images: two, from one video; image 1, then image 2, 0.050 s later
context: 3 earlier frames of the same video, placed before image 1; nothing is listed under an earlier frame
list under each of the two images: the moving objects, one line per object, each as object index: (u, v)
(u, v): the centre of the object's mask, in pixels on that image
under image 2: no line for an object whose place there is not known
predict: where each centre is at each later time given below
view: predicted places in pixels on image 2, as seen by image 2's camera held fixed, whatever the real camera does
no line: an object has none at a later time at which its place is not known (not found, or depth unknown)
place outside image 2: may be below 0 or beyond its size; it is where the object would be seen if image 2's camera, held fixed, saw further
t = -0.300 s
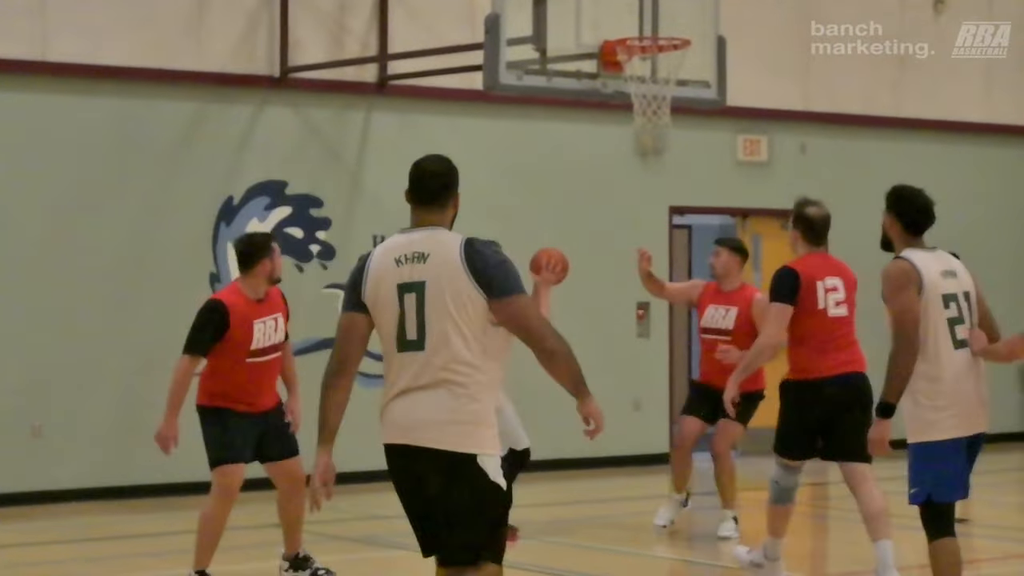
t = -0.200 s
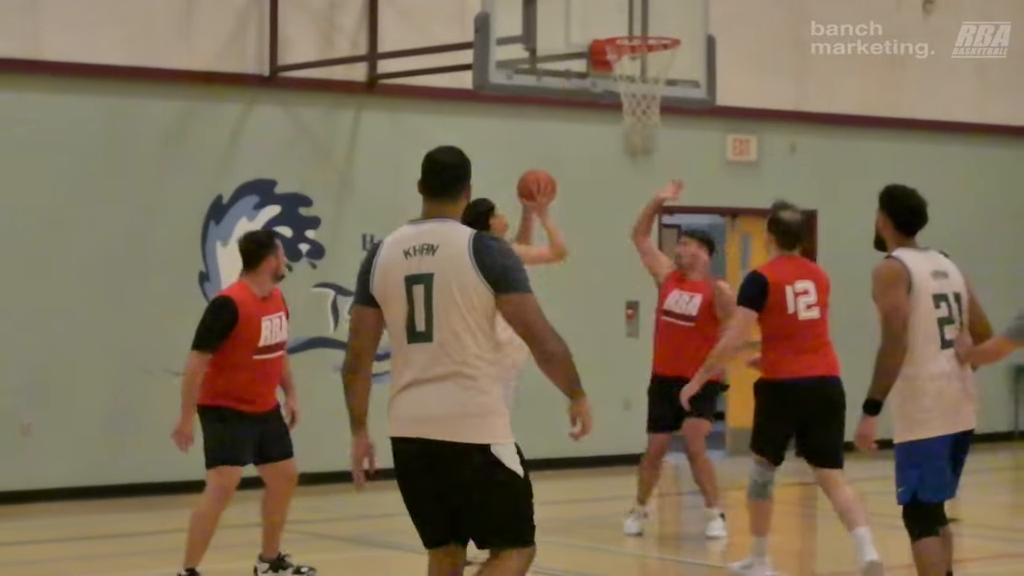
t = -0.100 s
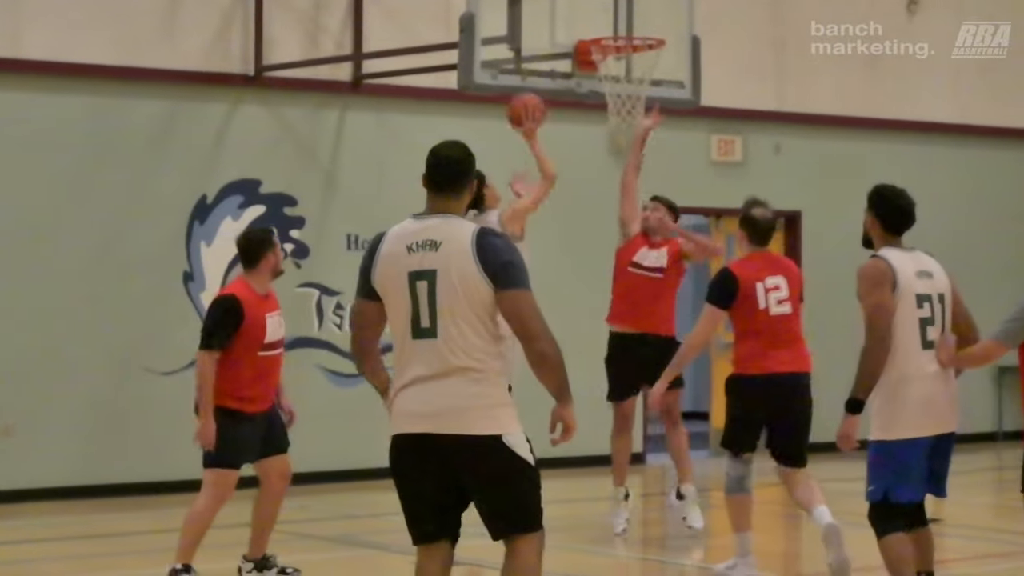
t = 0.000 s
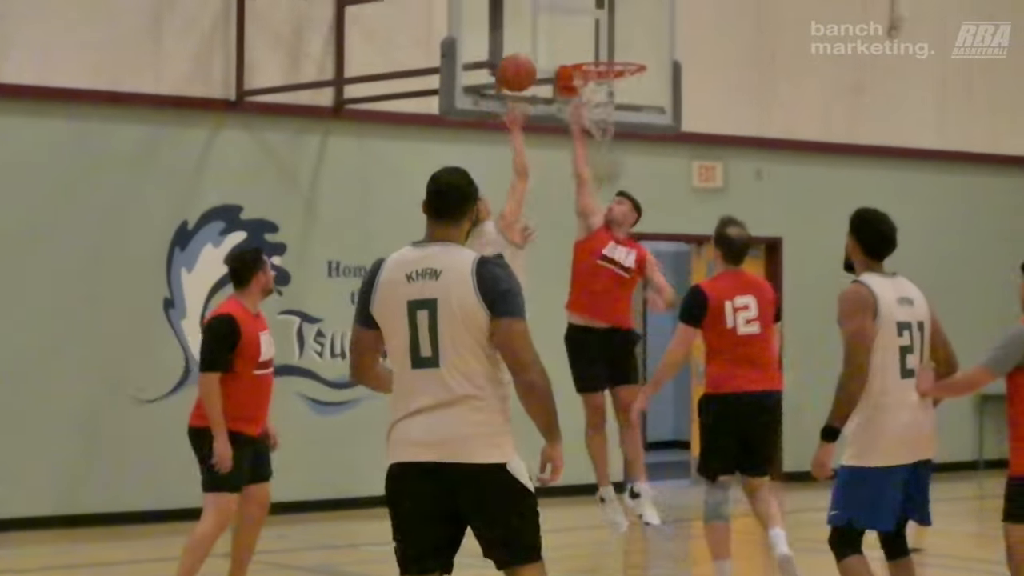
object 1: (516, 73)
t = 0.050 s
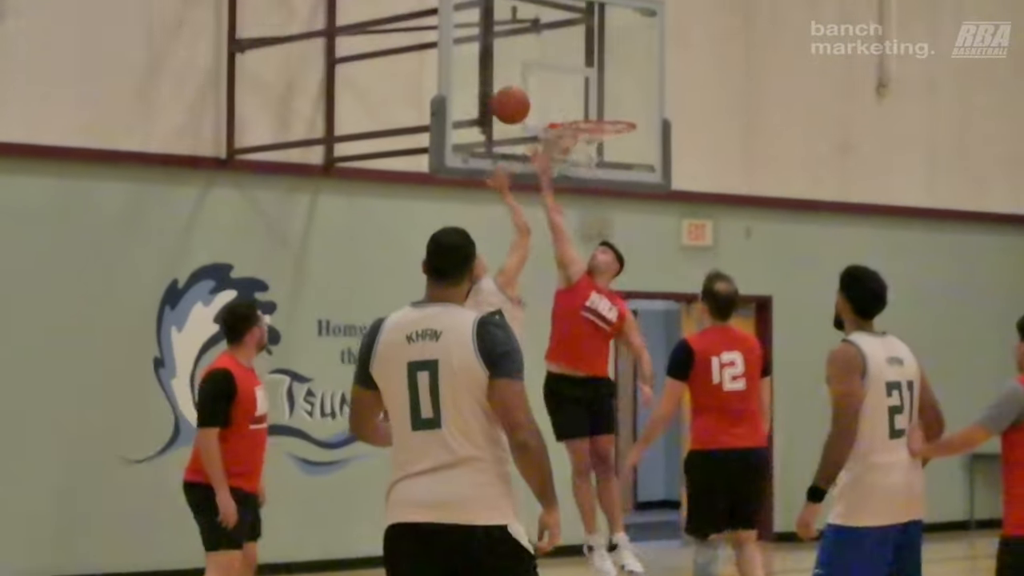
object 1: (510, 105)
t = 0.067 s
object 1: (513, 97)
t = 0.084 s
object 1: (516, 91)
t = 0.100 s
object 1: (519, 88)
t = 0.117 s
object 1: (522, 85)
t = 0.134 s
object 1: (525, 82)
